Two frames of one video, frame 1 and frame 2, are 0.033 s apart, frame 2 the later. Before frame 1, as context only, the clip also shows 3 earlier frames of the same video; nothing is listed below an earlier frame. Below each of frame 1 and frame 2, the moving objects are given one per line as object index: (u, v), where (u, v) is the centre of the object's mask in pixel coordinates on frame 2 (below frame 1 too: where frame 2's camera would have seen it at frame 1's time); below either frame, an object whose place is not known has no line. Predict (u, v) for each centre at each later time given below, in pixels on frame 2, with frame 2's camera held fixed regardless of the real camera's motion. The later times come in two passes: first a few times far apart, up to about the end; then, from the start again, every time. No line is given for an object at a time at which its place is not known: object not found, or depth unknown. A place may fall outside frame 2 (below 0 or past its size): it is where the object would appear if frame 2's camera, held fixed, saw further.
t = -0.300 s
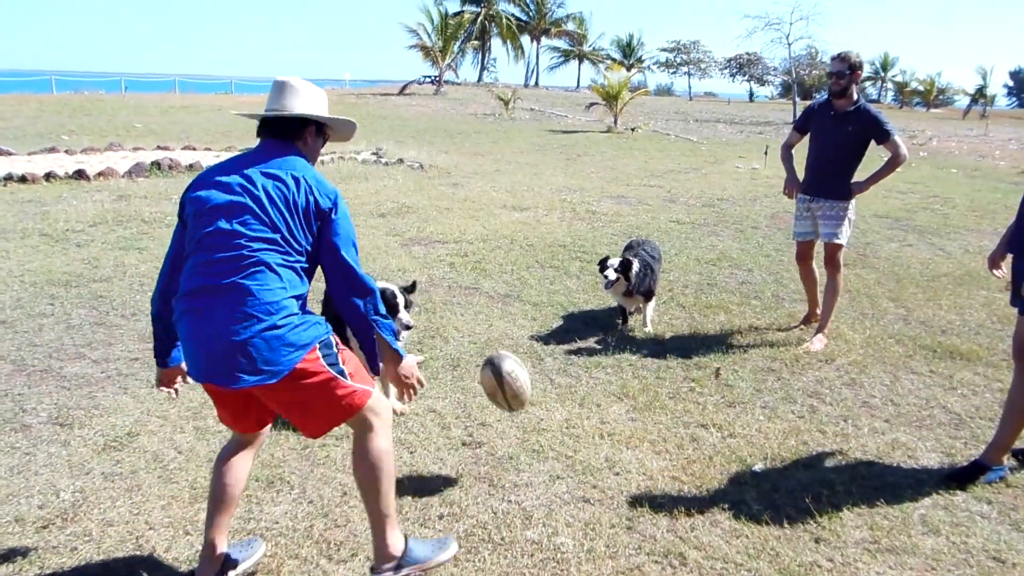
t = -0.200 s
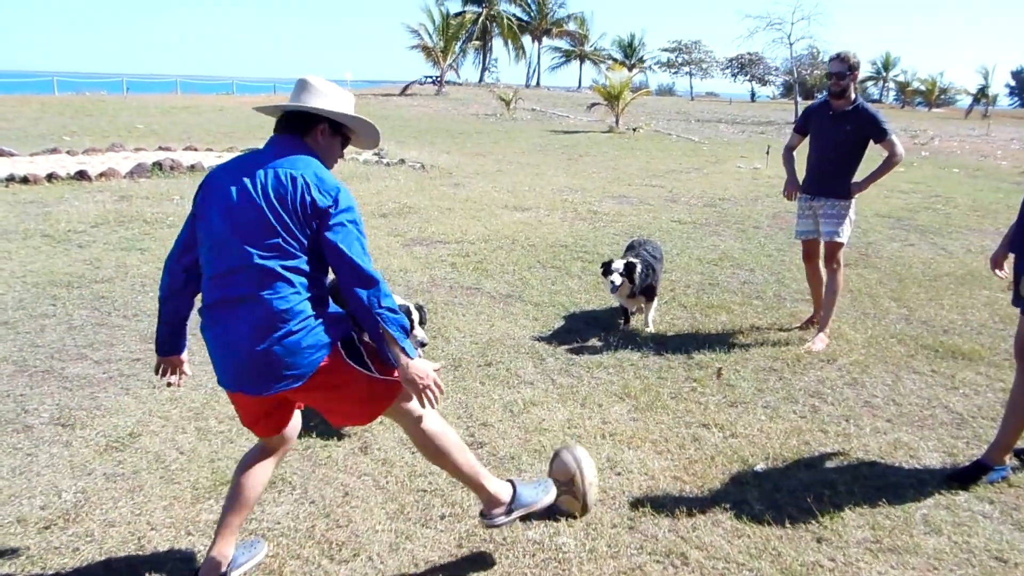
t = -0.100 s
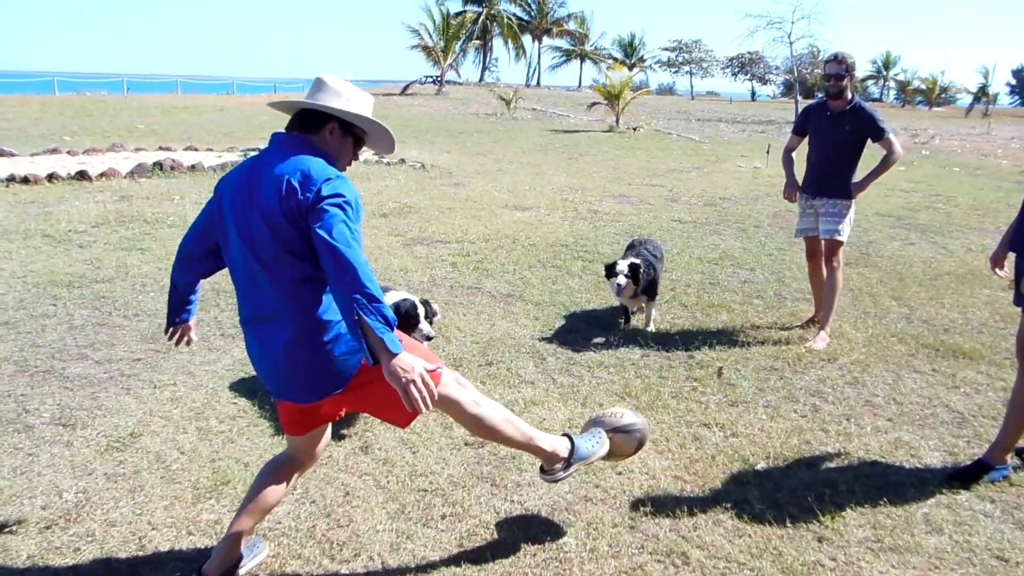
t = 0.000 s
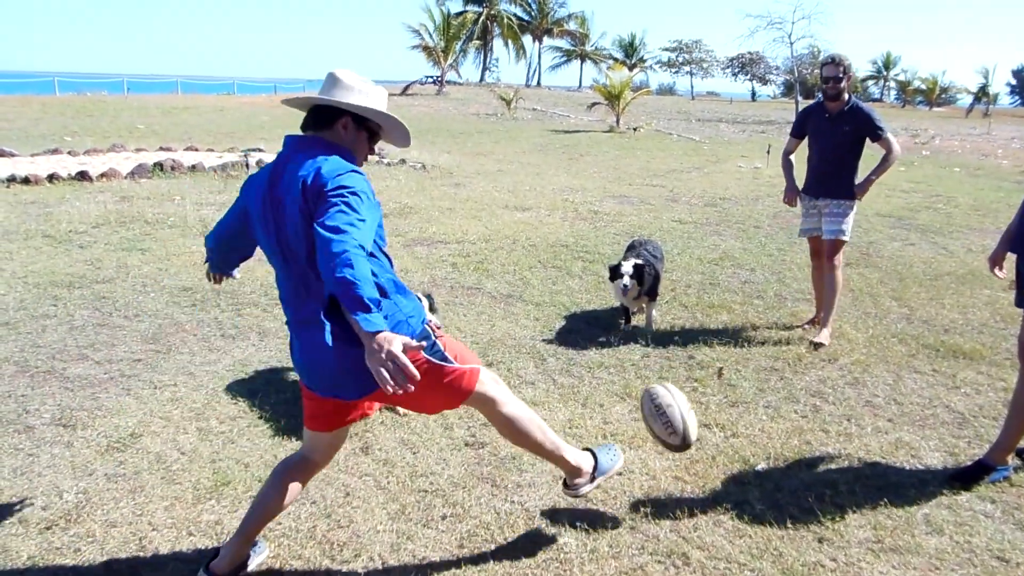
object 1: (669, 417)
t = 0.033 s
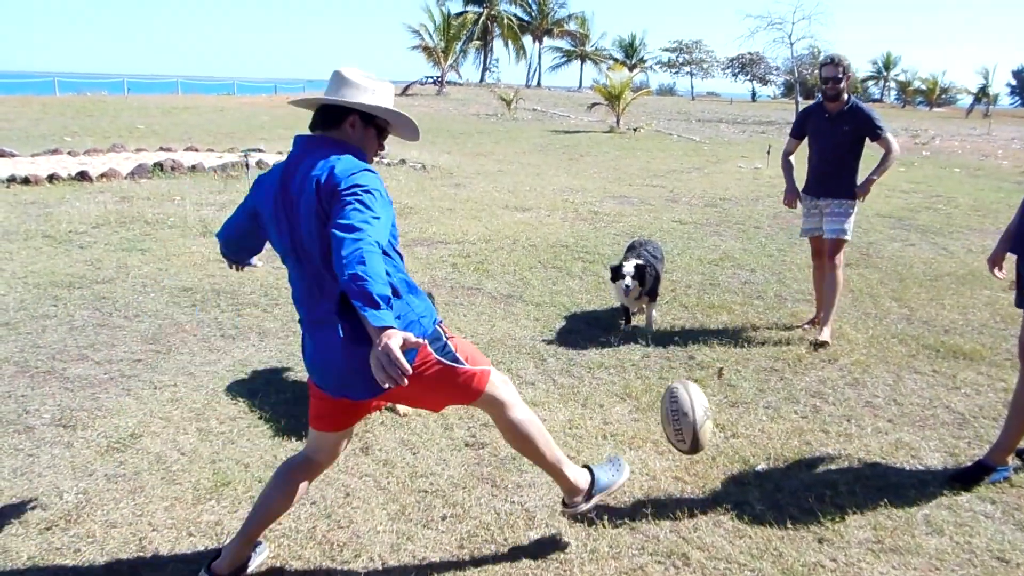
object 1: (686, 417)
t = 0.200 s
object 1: (762, 455)
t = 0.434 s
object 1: (834, 423)
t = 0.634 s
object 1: (881, 442)
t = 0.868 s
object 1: (915, 426)
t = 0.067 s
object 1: (702, 419)
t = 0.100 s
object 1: (719, 424)
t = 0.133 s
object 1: (734, 432)
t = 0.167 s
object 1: (749, 442)
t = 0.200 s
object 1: (762, 455)
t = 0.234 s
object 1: (775, 462)
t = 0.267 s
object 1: (785, 452)
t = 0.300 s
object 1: (795, 439)
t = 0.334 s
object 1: (805, 431)
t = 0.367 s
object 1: (815, 426)
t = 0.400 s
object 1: (825, 423)
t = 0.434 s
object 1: (834, 423)
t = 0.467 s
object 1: (843, 425)
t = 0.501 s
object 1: (852, 430)
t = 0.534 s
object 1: (860, 437)
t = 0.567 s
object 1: (868, 447)
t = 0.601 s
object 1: (875, 452)
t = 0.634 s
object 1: (881, 442)
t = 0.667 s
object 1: (887, 435)
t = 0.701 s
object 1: (892, 429)
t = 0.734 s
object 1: (896, 427)
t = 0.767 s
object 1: (900, 426)
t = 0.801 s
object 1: (905, 429)
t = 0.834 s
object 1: (909, 431)
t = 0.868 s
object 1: (915, 426)
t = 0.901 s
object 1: (921, 422)
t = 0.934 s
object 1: (927, 420)
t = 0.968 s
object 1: (933, 420)
